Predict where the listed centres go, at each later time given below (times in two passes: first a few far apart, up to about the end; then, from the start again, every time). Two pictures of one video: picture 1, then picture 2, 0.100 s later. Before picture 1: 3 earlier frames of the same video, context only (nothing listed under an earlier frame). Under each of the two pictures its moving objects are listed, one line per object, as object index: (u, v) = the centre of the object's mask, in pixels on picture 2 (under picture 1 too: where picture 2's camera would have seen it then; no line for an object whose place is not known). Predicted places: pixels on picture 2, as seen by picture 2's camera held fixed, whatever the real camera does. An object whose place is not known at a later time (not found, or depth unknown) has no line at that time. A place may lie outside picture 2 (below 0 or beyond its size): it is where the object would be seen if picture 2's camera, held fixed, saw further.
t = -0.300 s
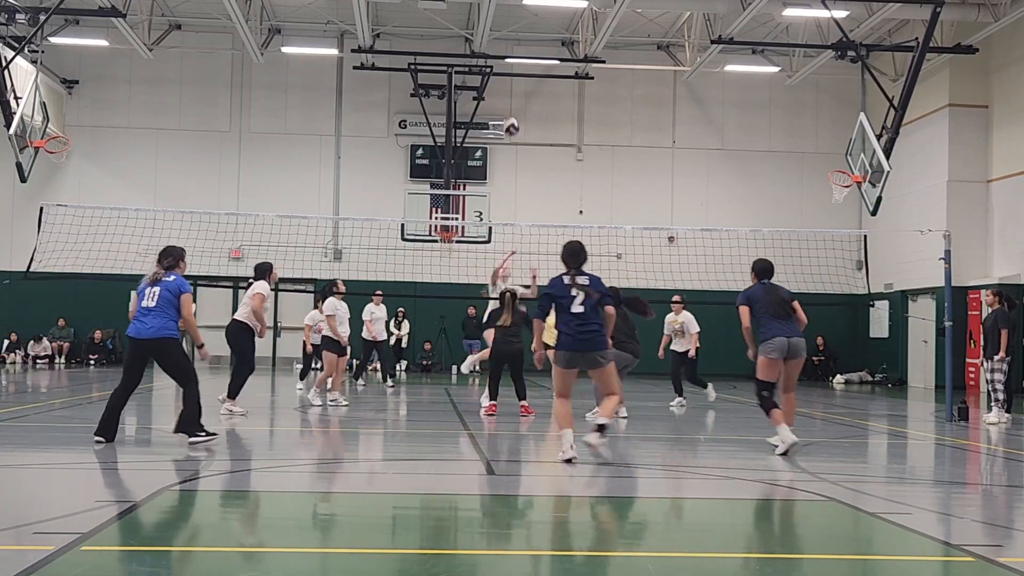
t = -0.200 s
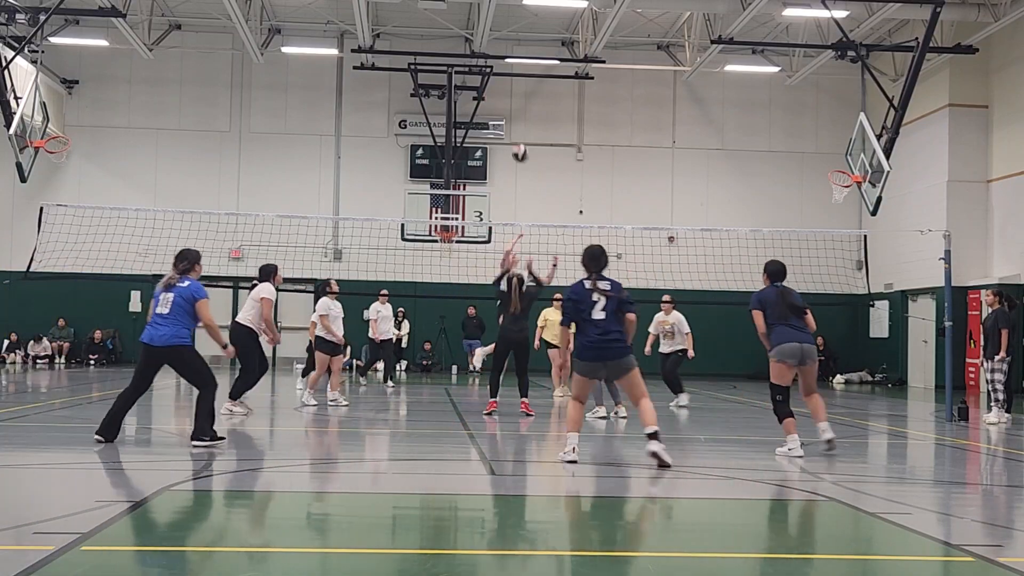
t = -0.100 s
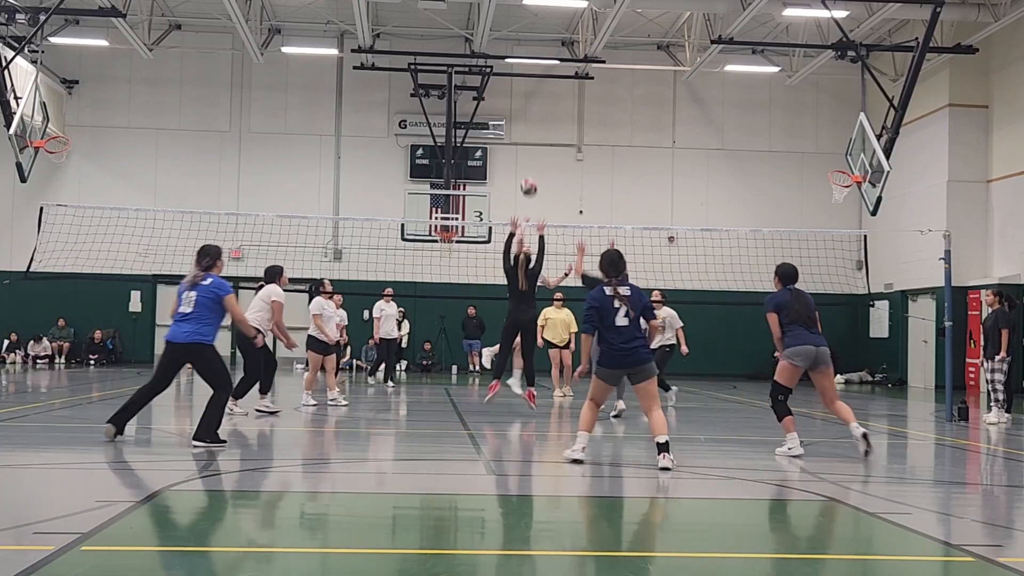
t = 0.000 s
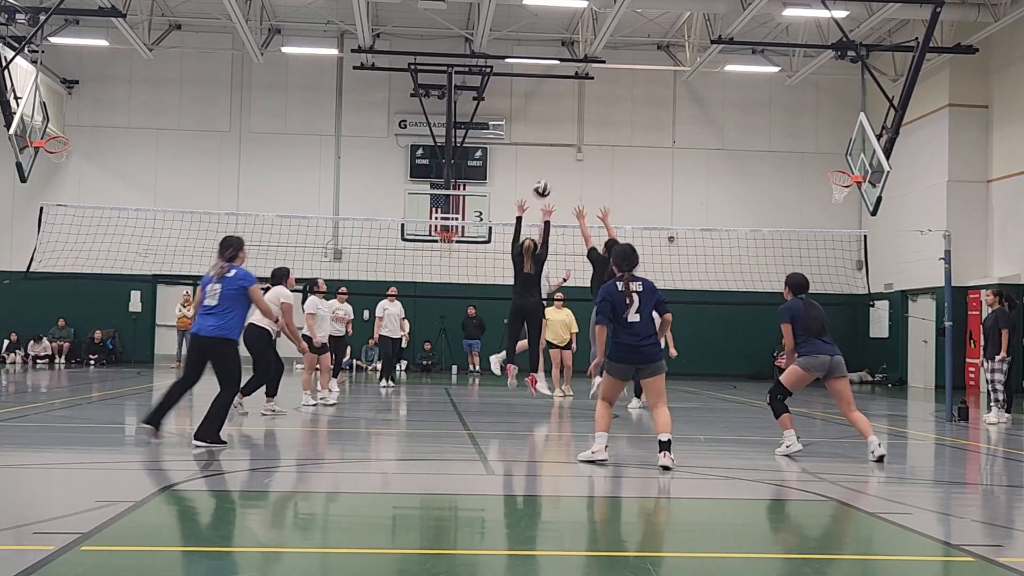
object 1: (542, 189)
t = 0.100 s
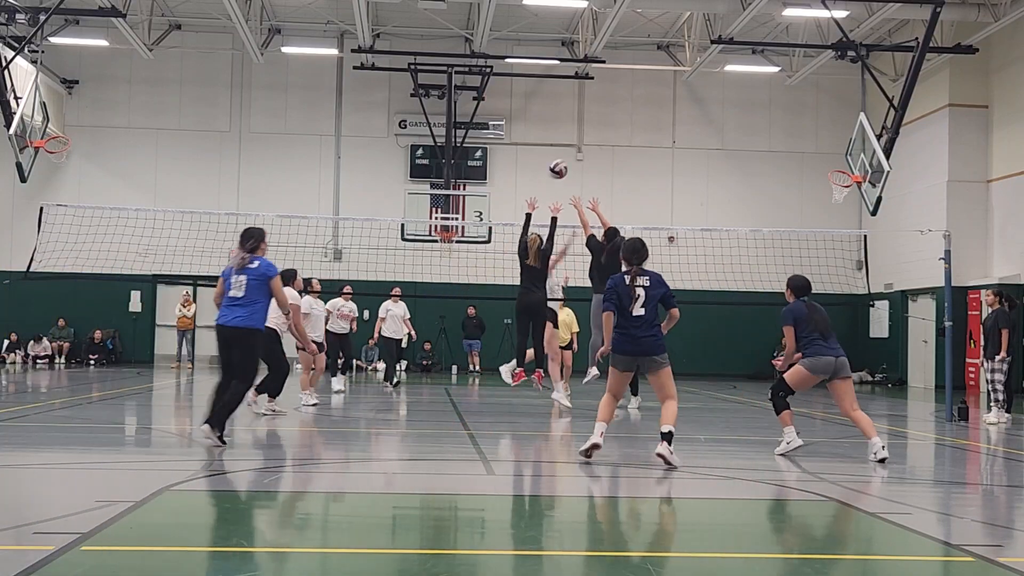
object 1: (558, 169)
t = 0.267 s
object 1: (588, 153)
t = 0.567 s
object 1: (651, 200)
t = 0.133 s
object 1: (563, 165)
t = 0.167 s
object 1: (570, 160)
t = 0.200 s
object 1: (575, 157)
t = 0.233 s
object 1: (581, 155)
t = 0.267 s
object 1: (588, 153)
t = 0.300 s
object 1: (594, 153)
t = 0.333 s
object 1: (601, 155)
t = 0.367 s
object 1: (607, 157)
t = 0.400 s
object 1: (614, 160)
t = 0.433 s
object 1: (621, 165)
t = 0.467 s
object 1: (629, 172)
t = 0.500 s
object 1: (635, 179)
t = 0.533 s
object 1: (642, 189)
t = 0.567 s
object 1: (651, 200)
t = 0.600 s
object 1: (659, 213)
